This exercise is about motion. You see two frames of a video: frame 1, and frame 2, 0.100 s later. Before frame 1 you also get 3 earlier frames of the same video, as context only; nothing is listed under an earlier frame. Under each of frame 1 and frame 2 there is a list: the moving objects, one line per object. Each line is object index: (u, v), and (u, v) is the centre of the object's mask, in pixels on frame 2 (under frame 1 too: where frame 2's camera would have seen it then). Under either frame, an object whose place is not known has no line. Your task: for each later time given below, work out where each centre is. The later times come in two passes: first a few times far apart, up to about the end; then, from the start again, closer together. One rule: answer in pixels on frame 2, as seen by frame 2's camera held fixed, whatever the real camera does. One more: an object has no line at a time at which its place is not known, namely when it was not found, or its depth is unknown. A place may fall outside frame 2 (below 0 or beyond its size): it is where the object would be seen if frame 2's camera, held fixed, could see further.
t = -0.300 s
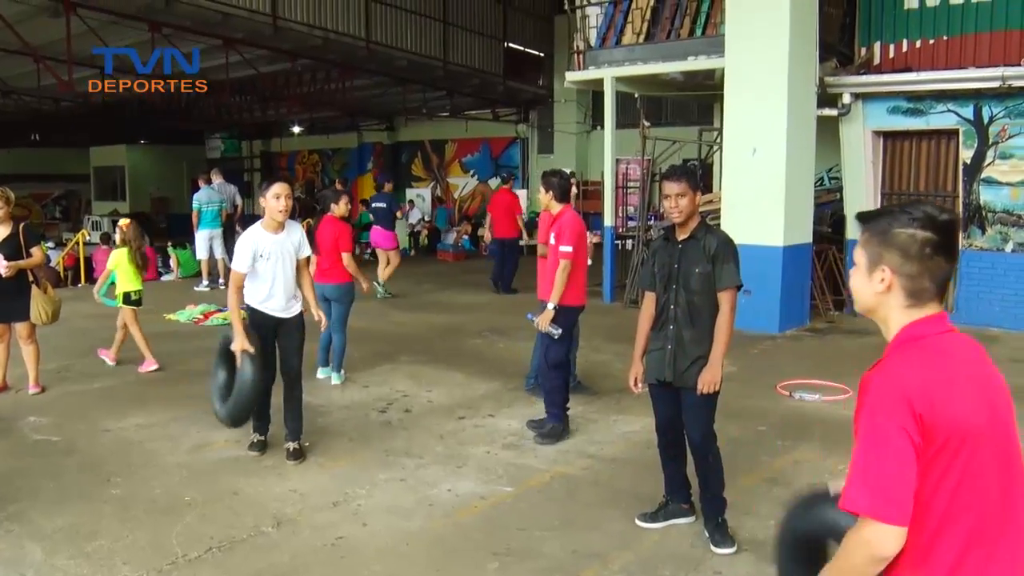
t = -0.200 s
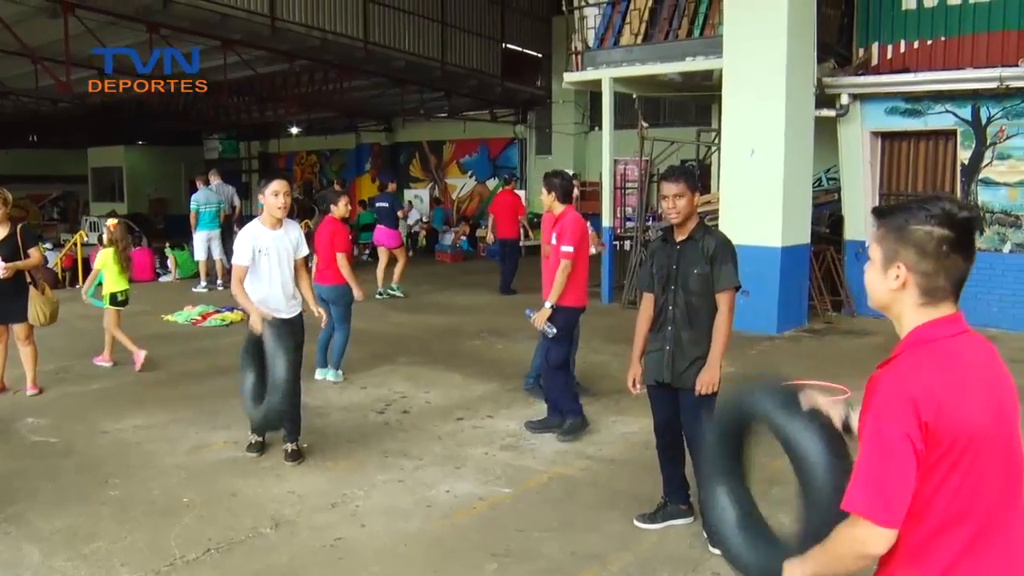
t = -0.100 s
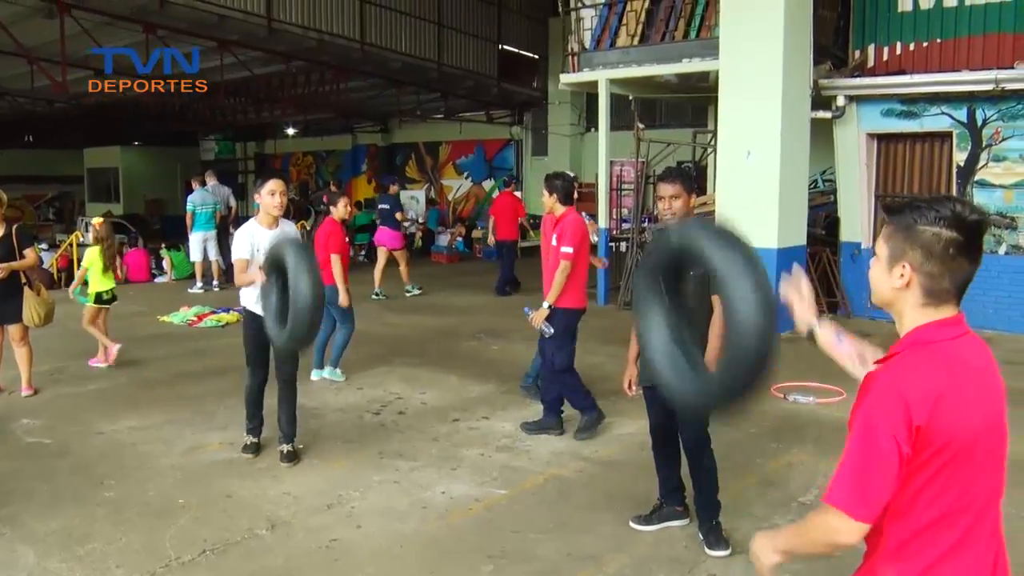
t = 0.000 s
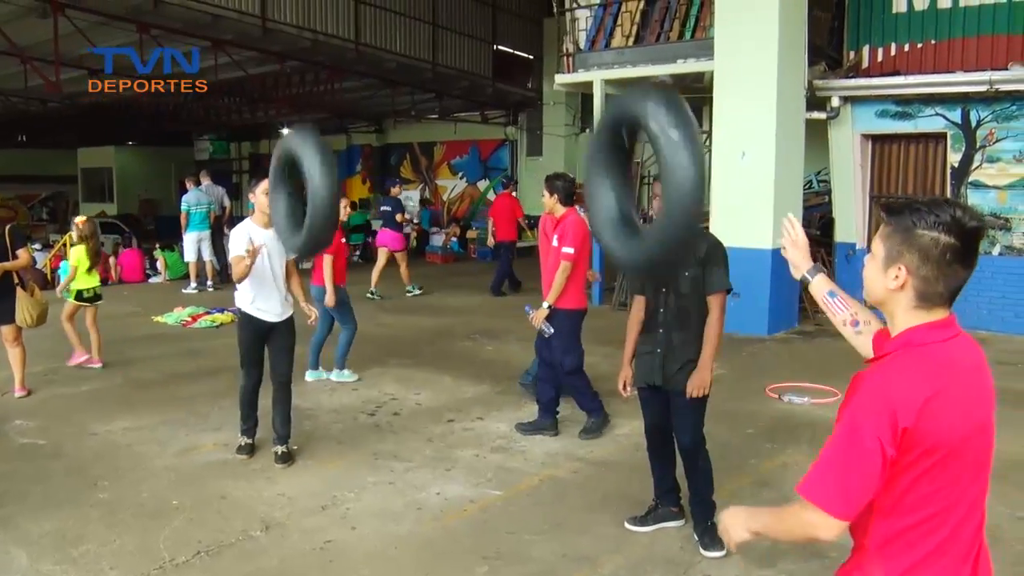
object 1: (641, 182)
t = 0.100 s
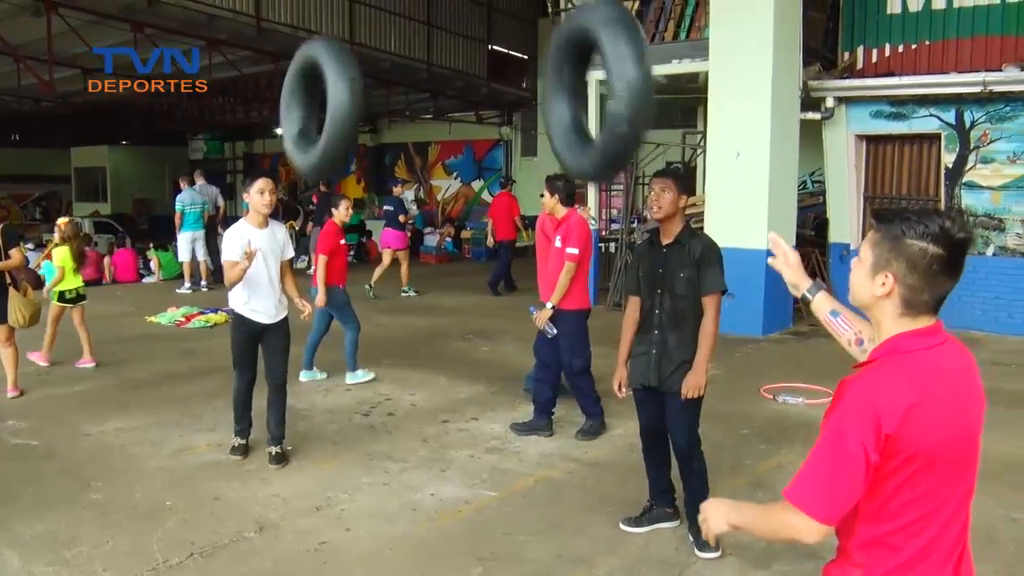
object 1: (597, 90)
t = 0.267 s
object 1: (540, 50)
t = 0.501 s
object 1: (481, 77)
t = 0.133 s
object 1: (584, 75)
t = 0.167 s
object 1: (571, 65)
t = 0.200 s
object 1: (560, 58)
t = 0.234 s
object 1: (550, 53)
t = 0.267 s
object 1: (540, 50)
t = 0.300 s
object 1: (530, 48)
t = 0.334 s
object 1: (521, 48)
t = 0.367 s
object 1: (512, 49)
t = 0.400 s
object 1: (506, 52)
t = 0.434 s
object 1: (495, 56)
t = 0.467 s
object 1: (488, 63)
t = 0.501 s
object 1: (481, 77)
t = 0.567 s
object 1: (464, 105)
